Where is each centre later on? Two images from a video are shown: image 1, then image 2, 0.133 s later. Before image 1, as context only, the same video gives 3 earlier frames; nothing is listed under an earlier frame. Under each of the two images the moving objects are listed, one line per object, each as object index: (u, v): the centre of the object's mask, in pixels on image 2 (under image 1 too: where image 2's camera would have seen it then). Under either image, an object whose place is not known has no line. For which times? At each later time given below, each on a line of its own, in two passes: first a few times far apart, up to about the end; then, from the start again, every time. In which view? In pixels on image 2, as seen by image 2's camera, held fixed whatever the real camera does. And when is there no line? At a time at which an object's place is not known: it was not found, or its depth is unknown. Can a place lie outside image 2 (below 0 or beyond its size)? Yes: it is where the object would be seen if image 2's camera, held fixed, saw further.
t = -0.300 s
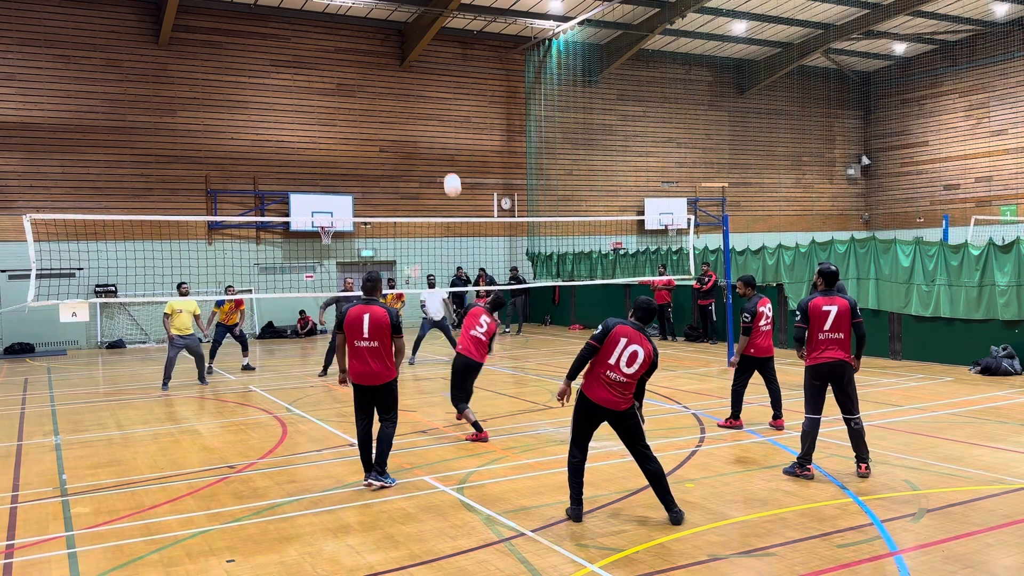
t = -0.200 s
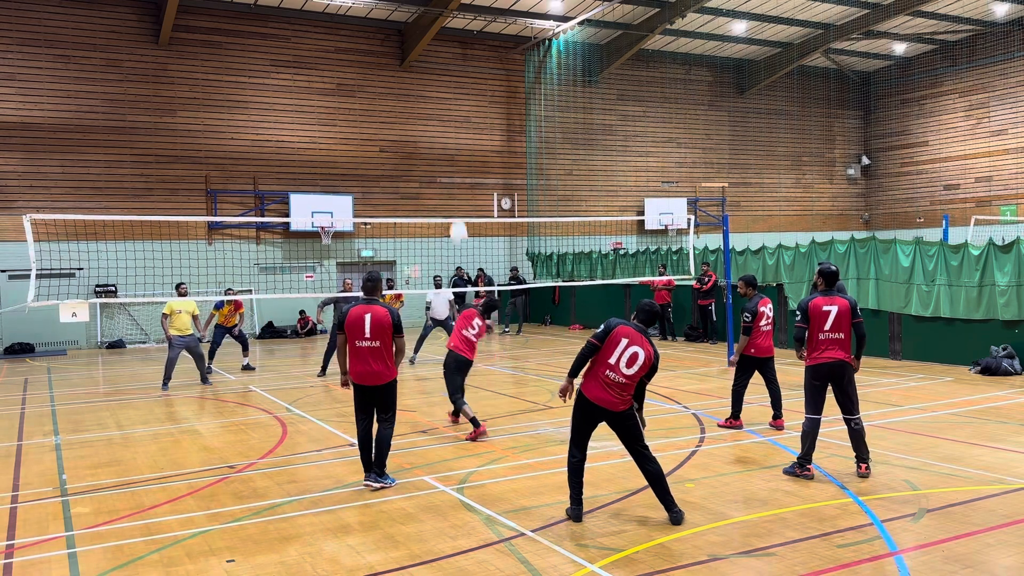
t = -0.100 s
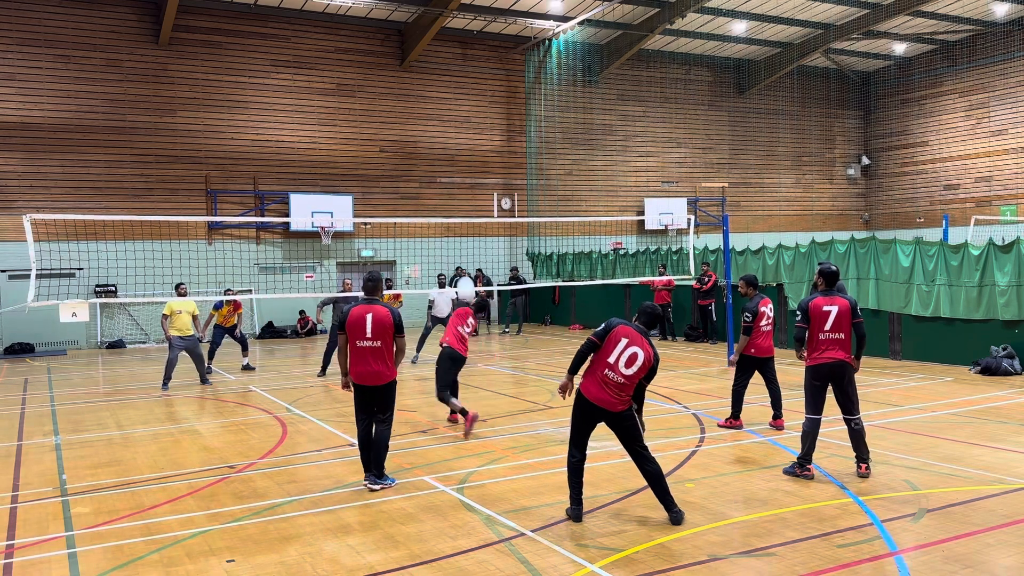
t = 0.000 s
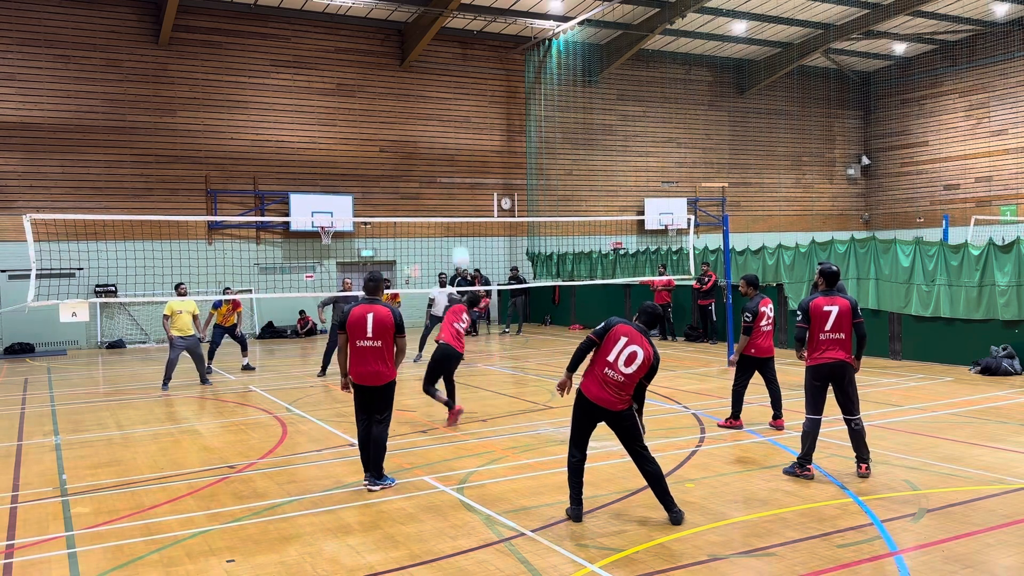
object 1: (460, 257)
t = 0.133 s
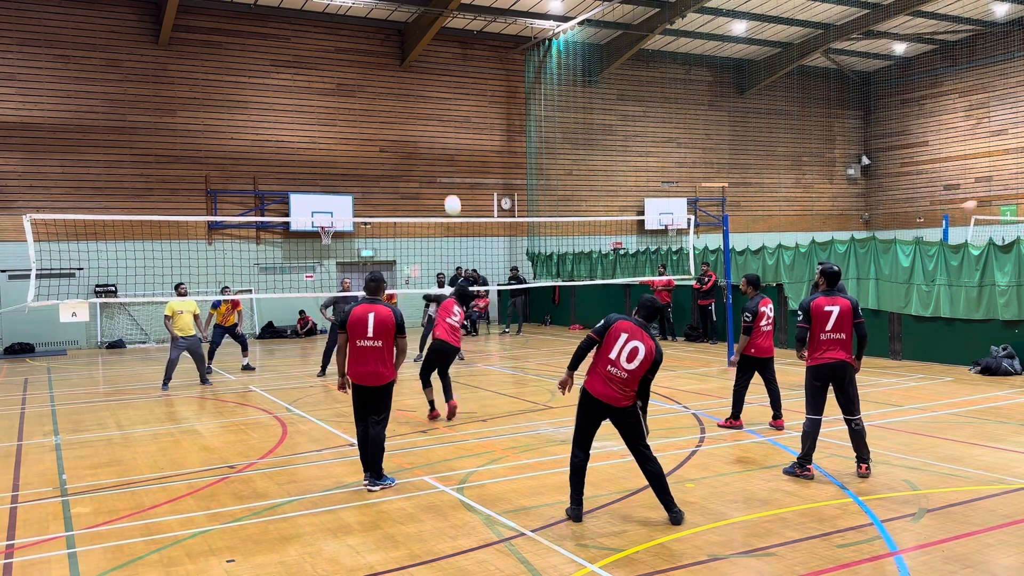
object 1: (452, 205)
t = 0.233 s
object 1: (448, 178)
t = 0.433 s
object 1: (443, 147)
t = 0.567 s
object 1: (441, 142)
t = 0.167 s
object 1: (451, 195)
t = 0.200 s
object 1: (449, 186)
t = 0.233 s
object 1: (448, 178)
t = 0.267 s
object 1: (447, 170)
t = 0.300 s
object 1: (446, 164)
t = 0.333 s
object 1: (445, 158)
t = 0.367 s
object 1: (444, 154)
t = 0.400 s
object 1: (443, 150)
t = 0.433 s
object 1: (443, 147)
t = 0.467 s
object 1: (442, 144)
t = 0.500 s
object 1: (441, 143)
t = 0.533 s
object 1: (441, 142)
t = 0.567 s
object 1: (441, 142)
